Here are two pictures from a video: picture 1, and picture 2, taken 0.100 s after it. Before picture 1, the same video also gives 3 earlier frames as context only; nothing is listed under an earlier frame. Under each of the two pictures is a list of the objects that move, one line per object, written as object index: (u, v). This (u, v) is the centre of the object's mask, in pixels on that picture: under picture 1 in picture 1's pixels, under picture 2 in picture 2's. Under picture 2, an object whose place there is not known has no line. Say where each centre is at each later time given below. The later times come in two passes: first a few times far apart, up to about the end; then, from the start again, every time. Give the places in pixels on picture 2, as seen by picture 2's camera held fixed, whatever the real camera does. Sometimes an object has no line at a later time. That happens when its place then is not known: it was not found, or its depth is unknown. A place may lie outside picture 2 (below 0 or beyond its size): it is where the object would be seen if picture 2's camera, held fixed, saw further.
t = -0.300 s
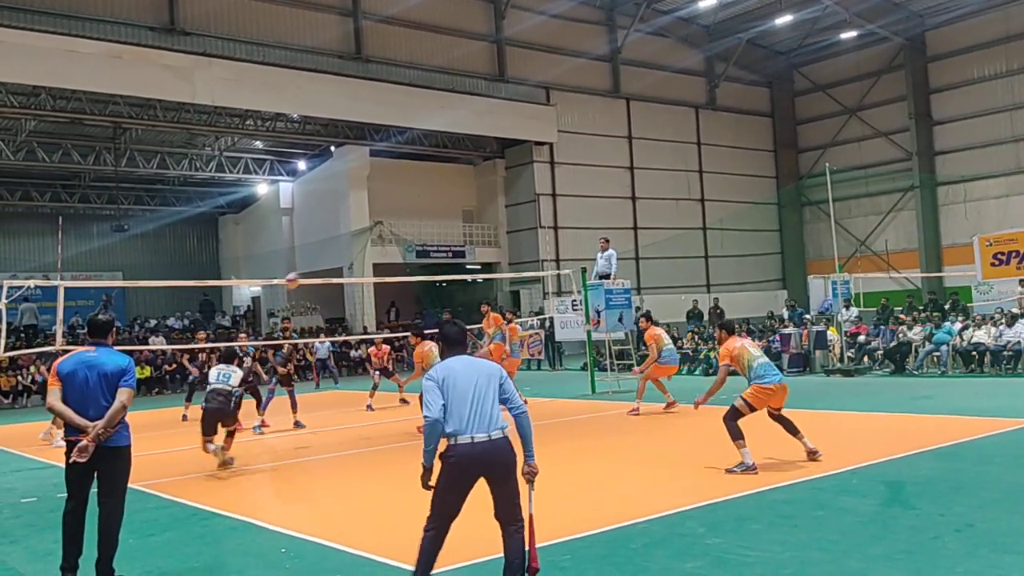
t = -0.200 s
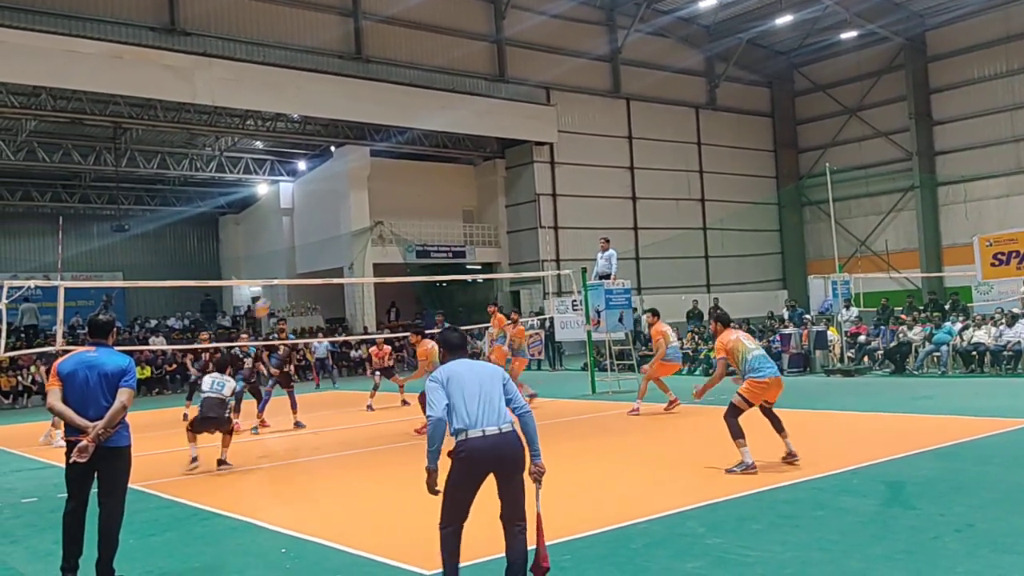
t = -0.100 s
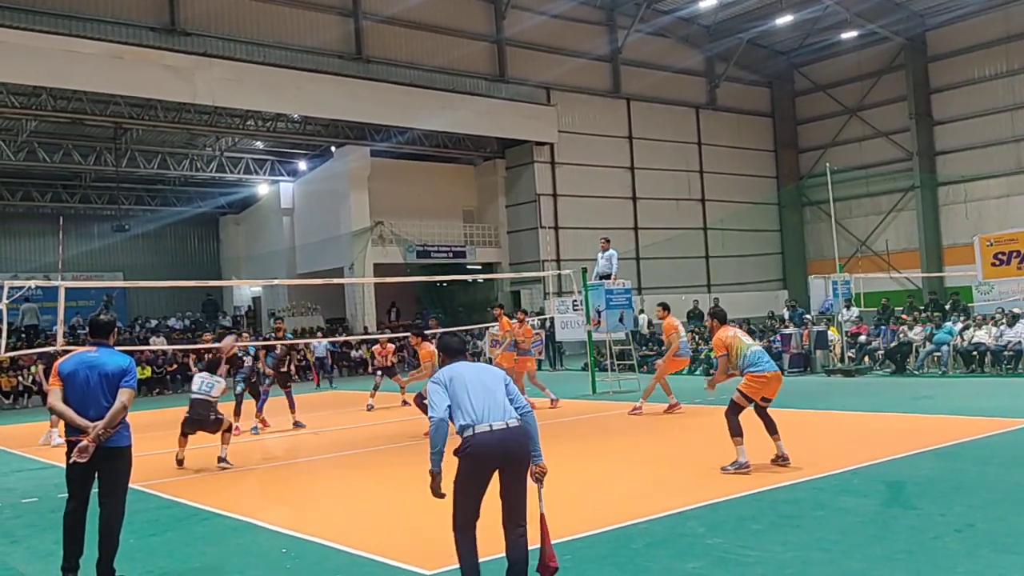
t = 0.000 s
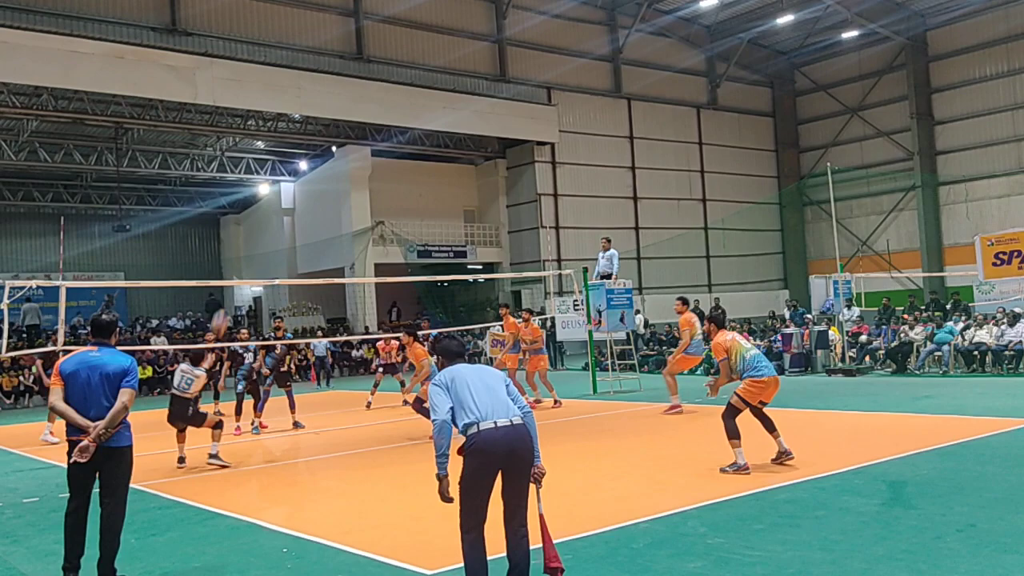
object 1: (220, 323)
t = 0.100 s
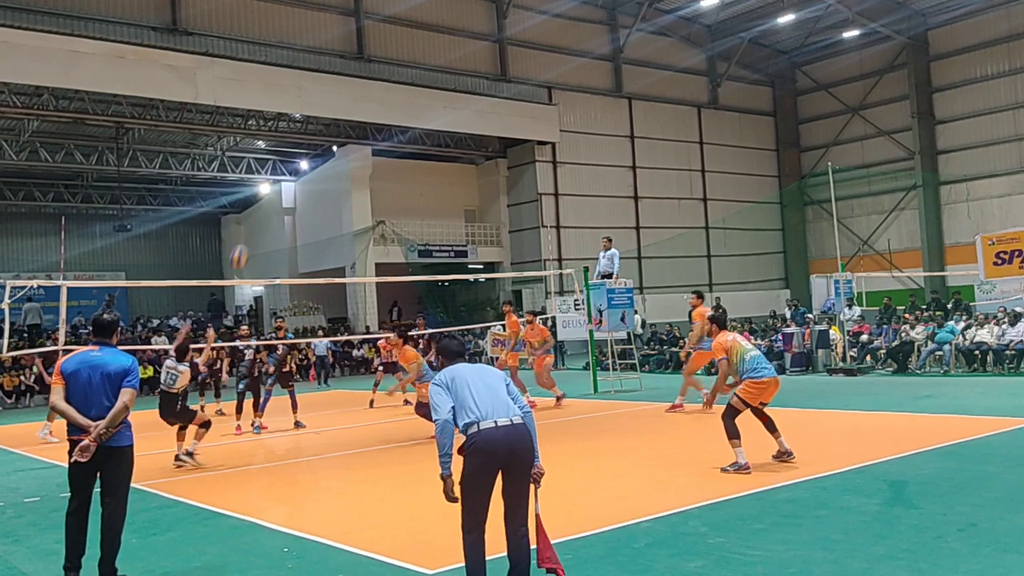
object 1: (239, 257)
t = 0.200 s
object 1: (255, 201)
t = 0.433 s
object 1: (295, 108)
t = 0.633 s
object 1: (328, 61)
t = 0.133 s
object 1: (244, 238)
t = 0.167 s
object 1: (250, 219)
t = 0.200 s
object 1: (255, 201)
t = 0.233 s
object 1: (261, 188)
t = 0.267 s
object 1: (267, 168)
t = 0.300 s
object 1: (273, 156)
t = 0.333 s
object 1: (278, 142)
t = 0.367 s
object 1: (284, 128)
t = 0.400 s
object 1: (290, 119)
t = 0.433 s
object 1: (295, 108)
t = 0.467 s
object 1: (299, 96)
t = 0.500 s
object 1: (306, 88)
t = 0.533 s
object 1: (311, 80)
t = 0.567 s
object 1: (317, 72)
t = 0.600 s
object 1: (322, 66)
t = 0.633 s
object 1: (328, 61)
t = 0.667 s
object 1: (334, 56)
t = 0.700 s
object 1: (339, 51)
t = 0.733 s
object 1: (344, 49)
